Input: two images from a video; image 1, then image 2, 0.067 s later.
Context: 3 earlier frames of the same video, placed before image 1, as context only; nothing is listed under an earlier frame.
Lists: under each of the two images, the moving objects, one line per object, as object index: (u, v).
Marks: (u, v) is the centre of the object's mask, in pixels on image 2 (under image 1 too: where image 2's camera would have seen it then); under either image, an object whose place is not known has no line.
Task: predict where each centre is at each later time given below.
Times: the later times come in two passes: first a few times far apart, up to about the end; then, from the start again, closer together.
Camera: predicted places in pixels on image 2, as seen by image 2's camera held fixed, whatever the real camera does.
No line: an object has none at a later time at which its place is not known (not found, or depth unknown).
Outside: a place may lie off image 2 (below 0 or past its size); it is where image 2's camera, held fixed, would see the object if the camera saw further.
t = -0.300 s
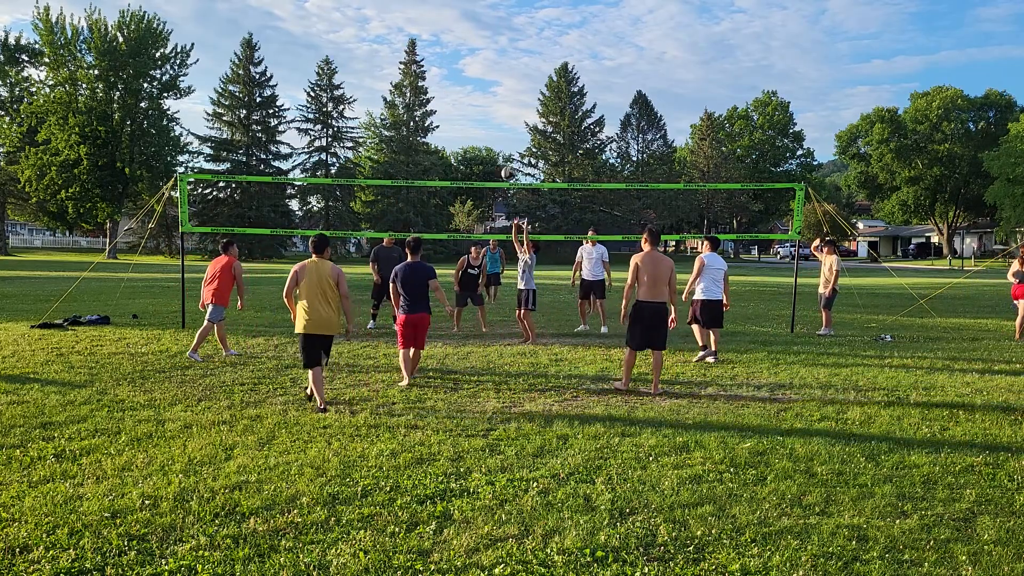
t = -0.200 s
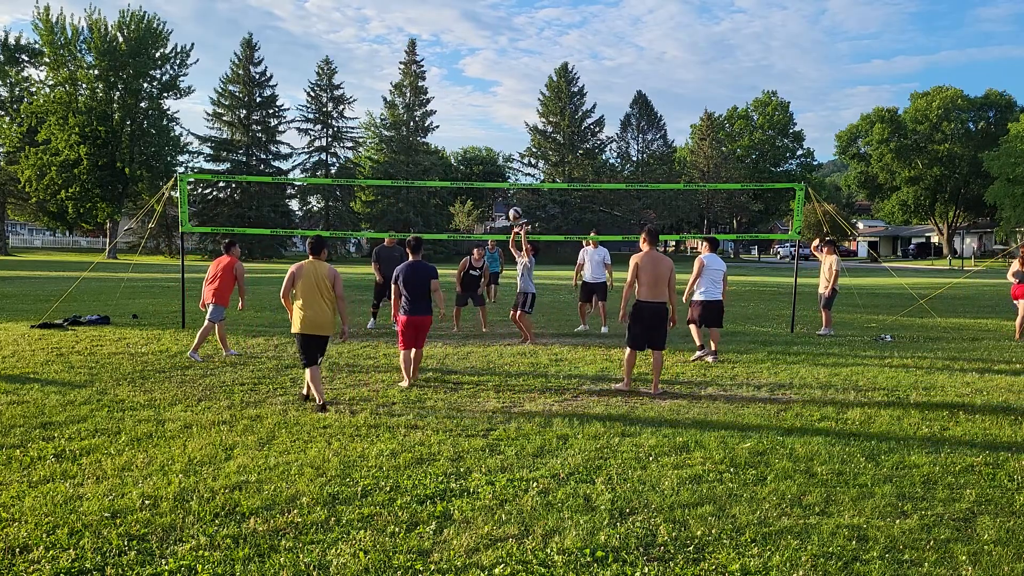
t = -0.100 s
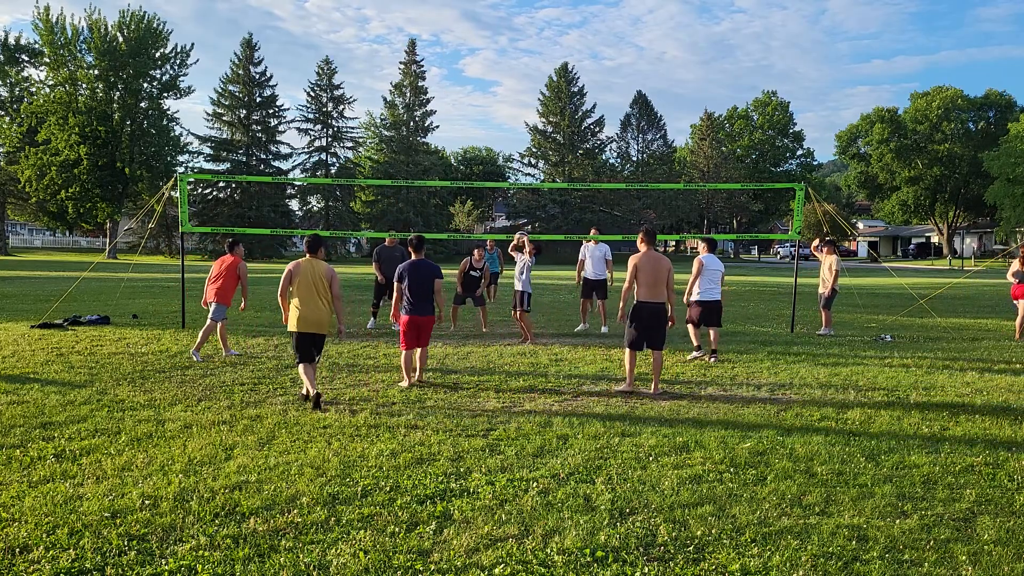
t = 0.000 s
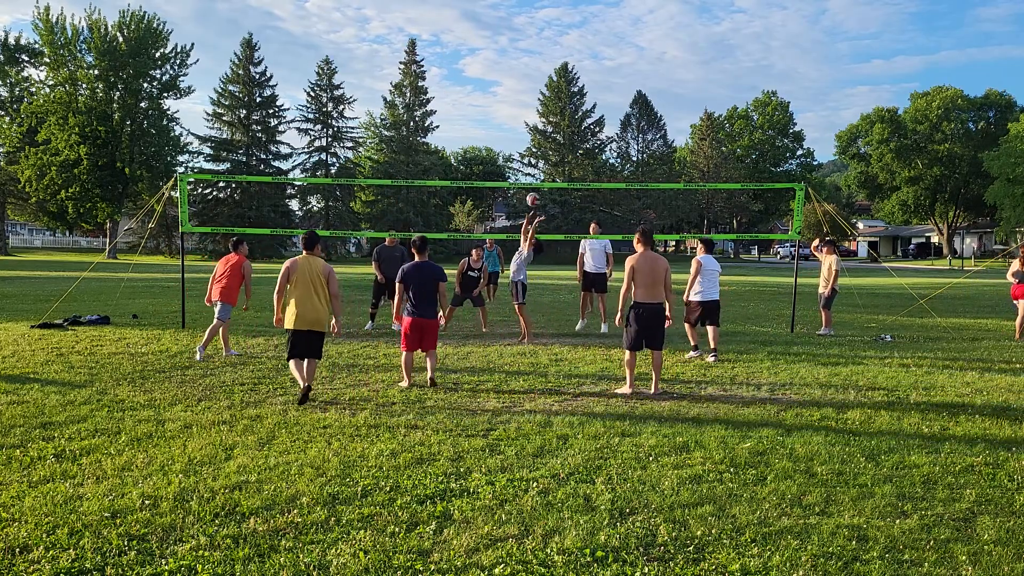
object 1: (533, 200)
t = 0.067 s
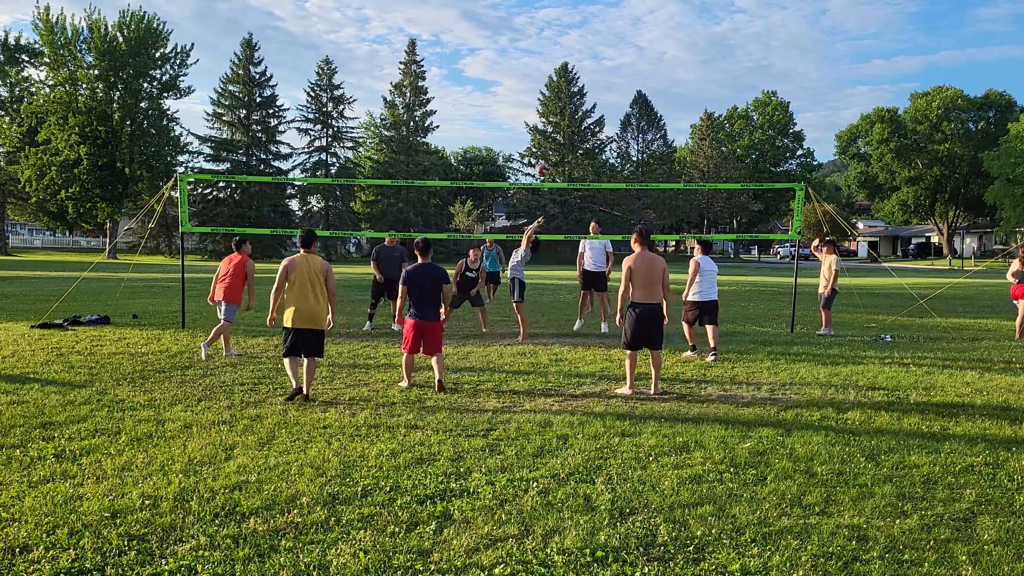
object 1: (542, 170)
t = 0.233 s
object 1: (561, 110)
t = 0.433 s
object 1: (585, 64)
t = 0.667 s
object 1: (611, 44)
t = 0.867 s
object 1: (632, 55)
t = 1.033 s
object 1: (649, 83)
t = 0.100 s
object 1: (546, 156)
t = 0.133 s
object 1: (550, 143)
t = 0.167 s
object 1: (553, 131)
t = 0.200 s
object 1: (558, 120)
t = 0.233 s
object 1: (561, 110)
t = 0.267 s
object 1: (565, 100)
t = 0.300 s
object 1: (569, 90)
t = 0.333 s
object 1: (574, 83)
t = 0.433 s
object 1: (585, 64)
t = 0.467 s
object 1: (589, 59)
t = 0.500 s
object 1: (593, 54)
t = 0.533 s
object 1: (596, 51)
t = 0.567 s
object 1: (600, 48)
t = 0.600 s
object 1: (604, 46)
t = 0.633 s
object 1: (608, 45)
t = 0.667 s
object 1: (611, 44)
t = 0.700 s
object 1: (615, 44)
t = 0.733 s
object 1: (618, 45)
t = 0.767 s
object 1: (622, 46)
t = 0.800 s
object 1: (625, 48)
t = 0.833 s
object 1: (629, 51)
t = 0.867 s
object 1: (632, 55)
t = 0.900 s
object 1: (636, 59)
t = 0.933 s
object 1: (639, 64)
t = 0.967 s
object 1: (642, 70)
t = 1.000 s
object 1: (646, 76)
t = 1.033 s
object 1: (649, 83)
